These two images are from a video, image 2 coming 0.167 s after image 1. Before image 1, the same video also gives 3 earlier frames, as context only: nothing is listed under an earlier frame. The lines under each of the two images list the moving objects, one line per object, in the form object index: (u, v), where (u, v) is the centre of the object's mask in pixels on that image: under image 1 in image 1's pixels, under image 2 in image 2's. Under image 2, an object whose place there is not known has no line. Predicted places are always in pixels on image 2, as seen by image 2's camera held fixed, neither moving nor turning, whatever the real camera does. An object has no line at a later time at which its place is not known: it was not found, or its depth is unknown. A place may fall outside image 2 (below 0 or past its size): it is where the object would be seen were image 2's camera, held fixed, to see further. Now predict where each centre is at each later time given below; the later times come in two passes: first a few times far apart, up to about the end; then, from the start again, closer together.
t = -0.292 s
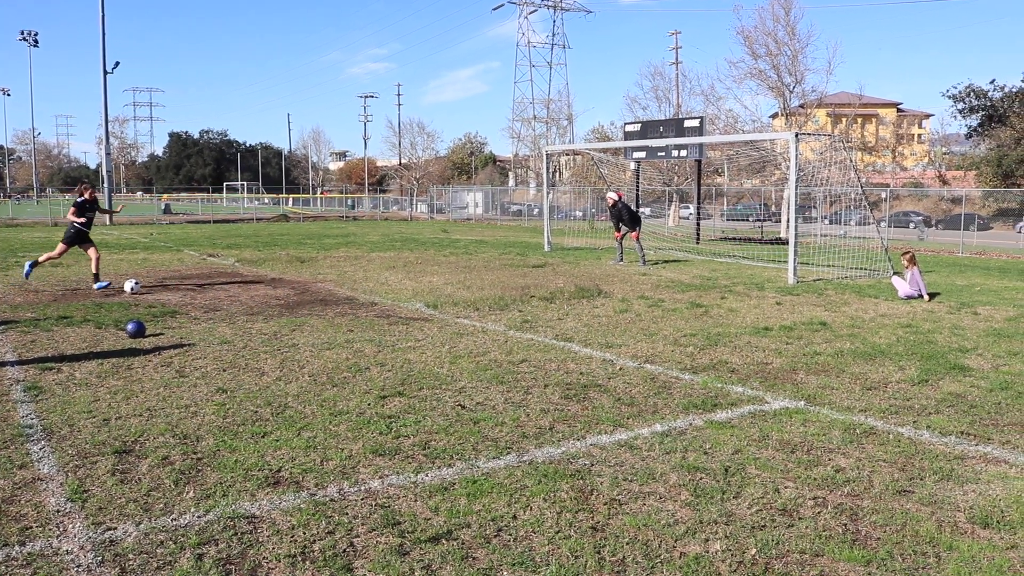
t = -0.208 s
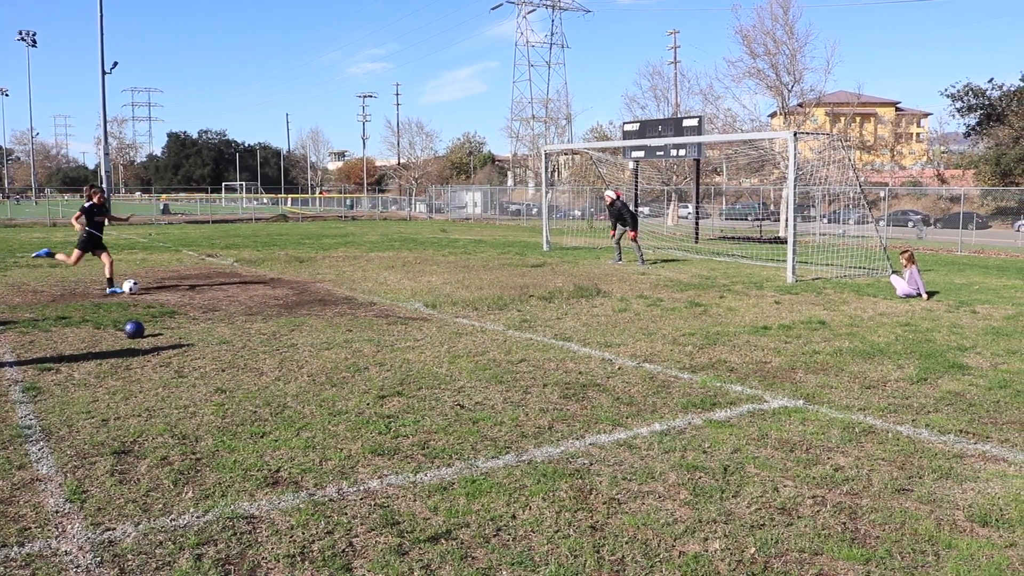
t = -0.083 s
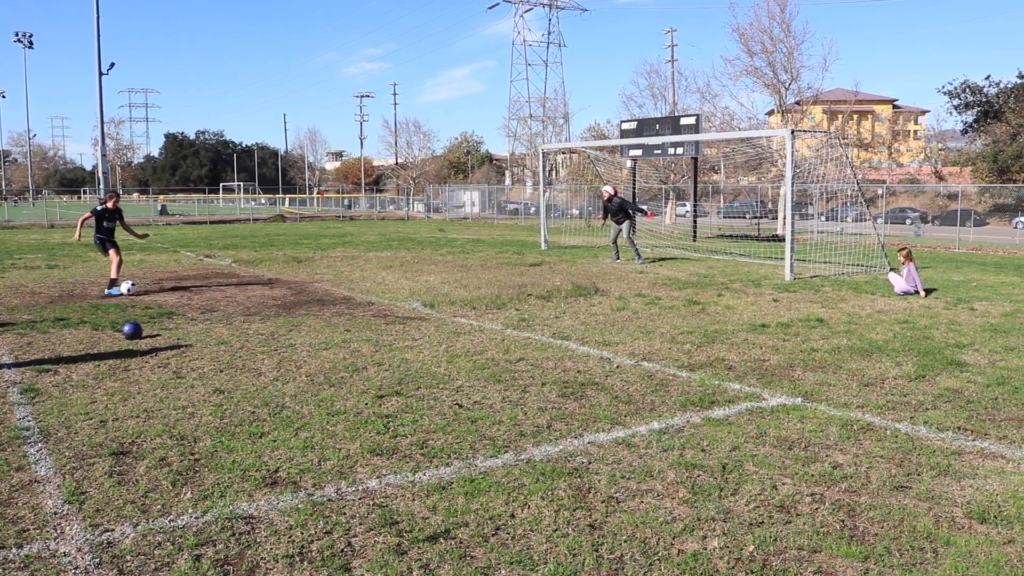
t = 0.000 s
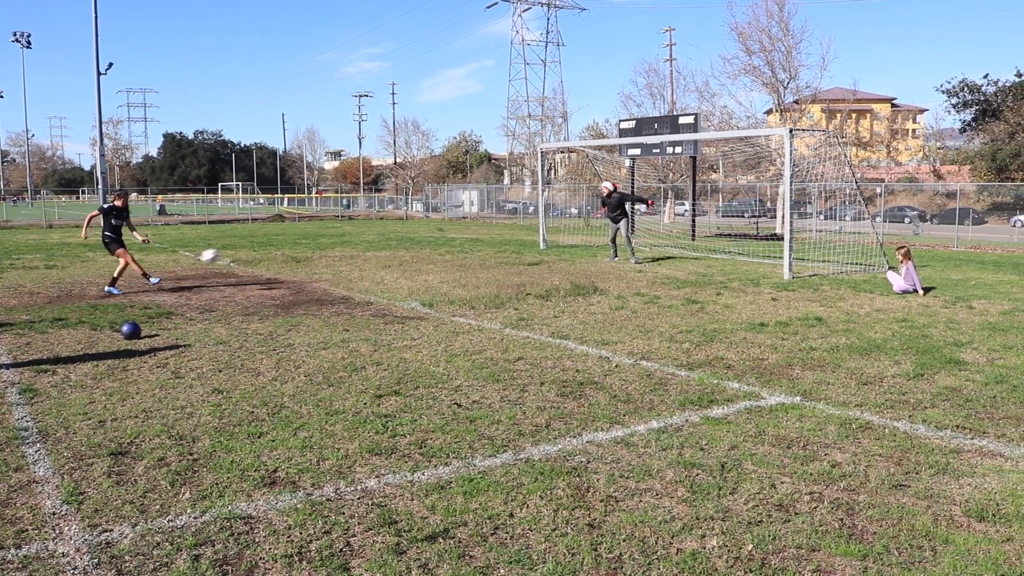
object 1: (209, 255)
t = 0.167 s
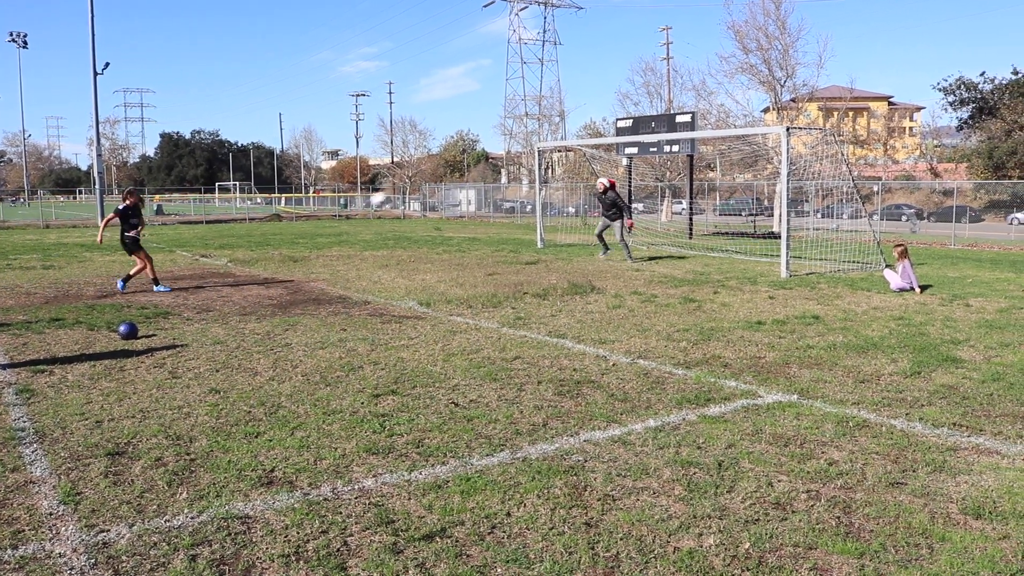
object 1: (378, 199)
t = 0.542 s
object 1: (695, 144)
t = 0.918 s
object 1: (840, 225)
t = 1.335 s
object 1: (854, 223)
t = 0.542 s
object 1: (695, 144)
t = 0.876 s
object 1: (836, 213)
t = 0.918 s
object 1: (840, 225)
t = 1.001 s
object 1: (855, 261)
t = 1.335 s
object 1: (854, 223)
